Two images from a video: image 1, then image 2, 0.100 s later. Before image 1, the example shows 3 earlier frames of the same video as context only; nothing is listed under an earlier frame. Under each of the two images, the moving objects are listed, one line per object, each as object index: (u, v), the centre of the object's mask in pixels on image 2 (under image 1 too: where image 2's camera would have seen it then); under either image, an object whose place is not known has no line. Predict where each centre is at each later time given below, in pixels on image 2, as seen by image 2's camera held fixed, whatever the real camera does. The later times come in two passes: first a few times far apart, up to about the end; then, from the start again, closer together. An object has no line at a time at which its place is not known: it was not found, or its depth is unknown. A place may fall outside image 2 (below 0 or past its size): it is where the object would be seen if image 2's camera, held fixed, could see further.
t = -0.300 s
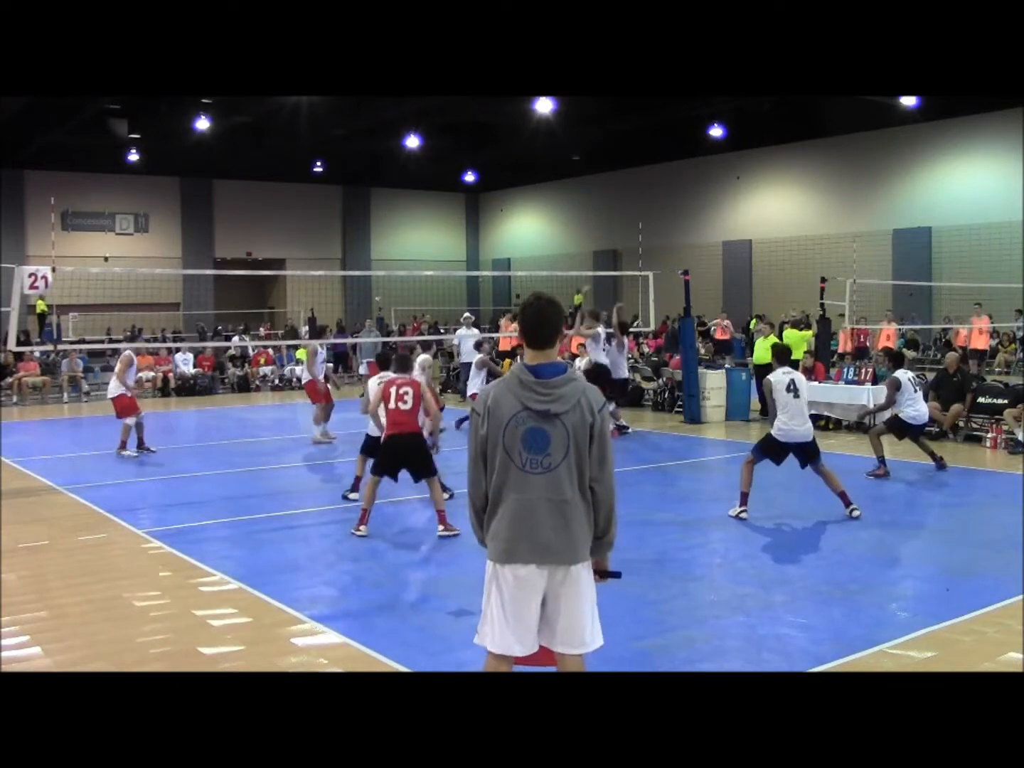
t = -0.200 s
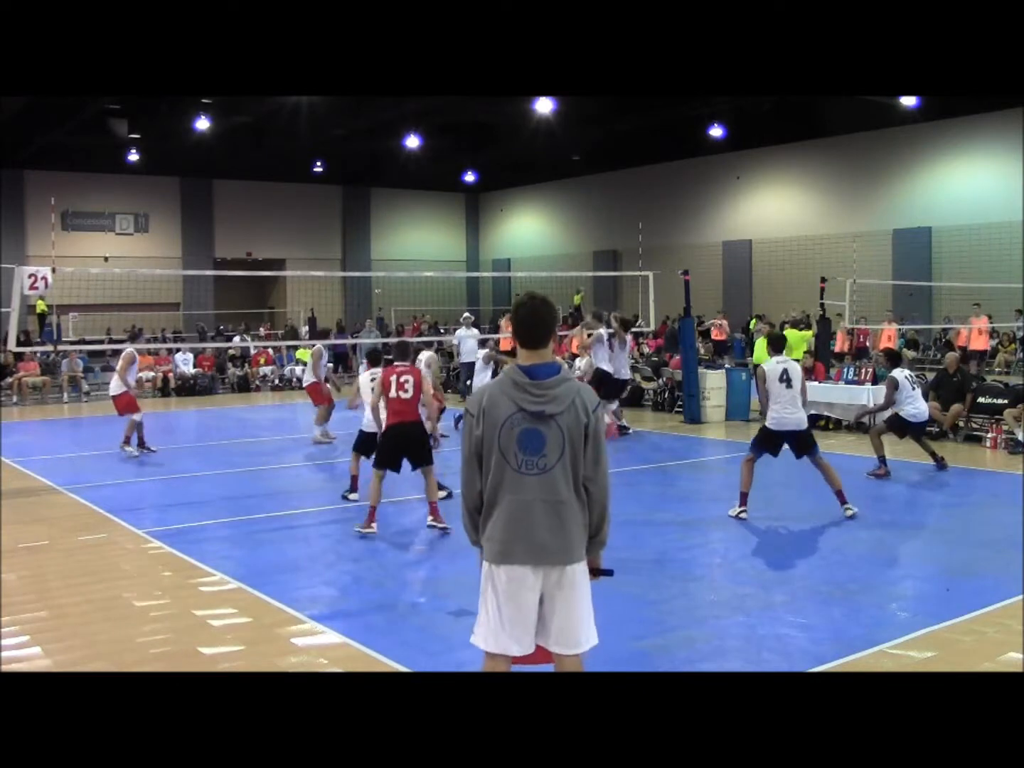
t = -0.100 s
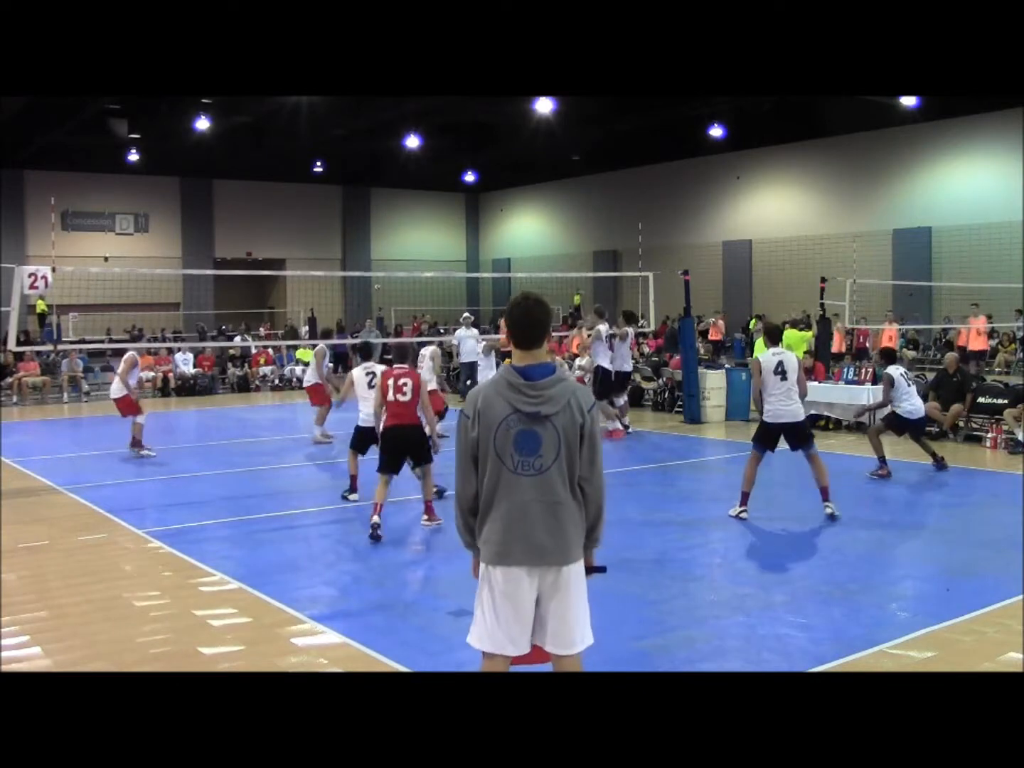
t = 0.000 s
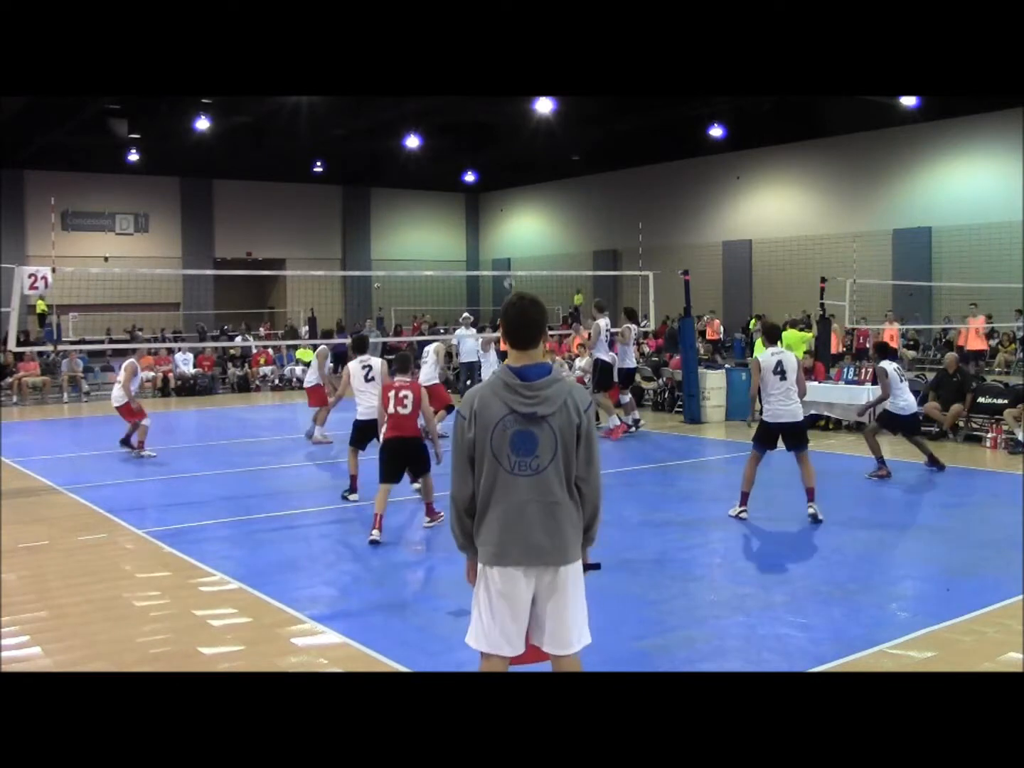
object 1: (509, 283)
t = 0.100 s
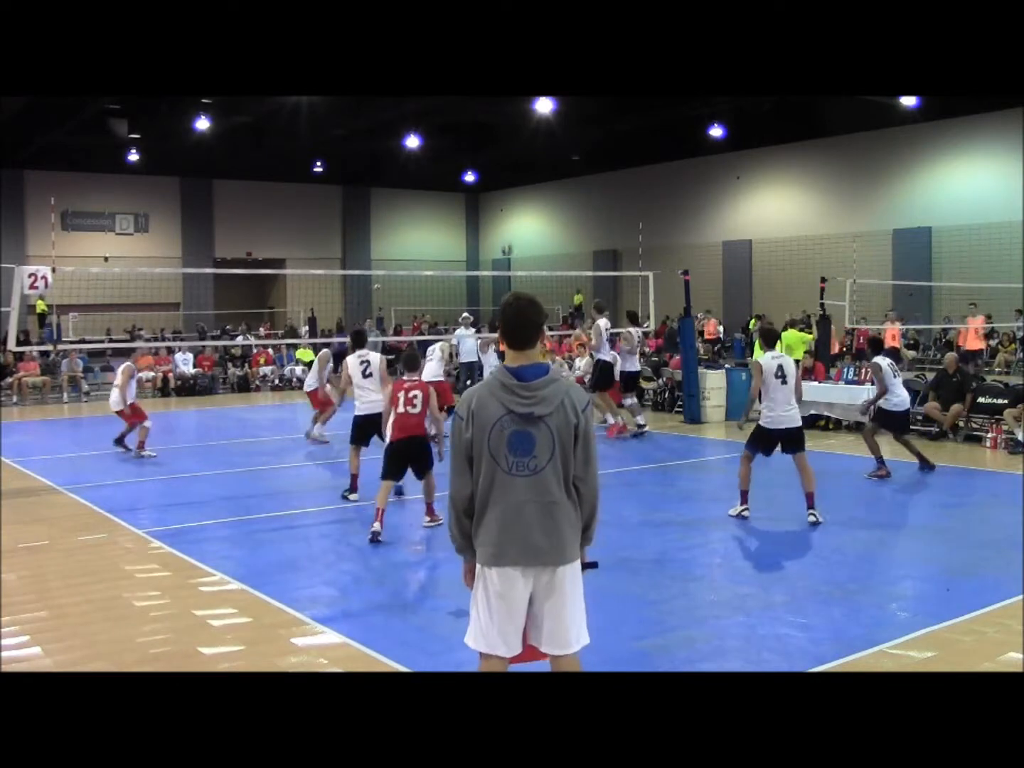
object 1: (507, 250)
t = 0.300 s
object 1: (500, 194)
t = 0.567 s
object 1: (494, 161)
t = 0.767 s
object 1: (488, 164)
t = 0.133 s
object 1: (506, 239)
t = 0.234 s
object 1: (502, 211)
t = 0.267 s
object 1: (500, 203)
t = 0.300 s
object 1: (500, 194)
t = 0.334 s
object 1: (499, 188)
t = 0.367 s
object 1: (498, 183)
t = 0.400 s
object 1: (498, 177)
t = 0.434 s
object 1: (498, 173)
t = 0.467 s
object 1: (497, 169)
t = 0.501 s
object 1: (496, 165)
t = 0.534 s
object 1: (495, 163)
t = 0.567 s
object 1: (494, 161)
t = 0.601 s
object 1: (493, 160)
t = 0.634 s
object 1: (492, 159)
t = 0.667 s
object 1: (491, 159)
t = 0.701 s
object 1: (490, 160)
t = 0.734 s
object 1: (489, 161)
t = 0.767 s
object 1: (488, 164)
